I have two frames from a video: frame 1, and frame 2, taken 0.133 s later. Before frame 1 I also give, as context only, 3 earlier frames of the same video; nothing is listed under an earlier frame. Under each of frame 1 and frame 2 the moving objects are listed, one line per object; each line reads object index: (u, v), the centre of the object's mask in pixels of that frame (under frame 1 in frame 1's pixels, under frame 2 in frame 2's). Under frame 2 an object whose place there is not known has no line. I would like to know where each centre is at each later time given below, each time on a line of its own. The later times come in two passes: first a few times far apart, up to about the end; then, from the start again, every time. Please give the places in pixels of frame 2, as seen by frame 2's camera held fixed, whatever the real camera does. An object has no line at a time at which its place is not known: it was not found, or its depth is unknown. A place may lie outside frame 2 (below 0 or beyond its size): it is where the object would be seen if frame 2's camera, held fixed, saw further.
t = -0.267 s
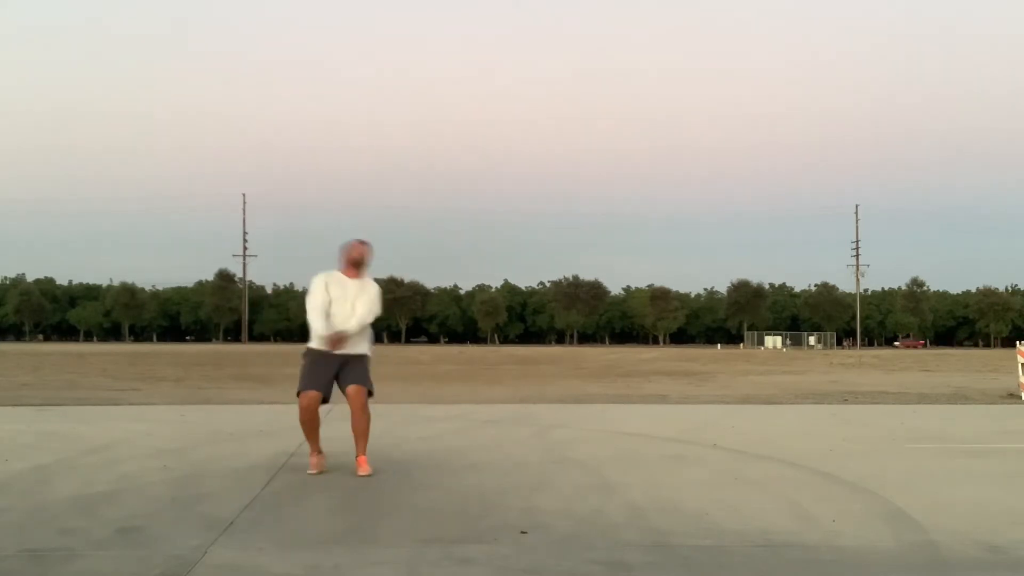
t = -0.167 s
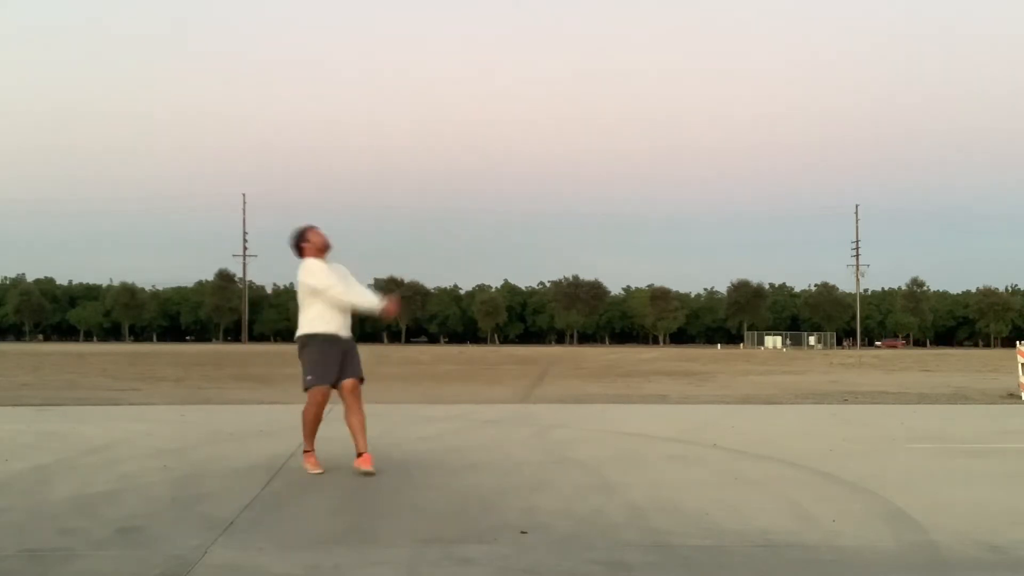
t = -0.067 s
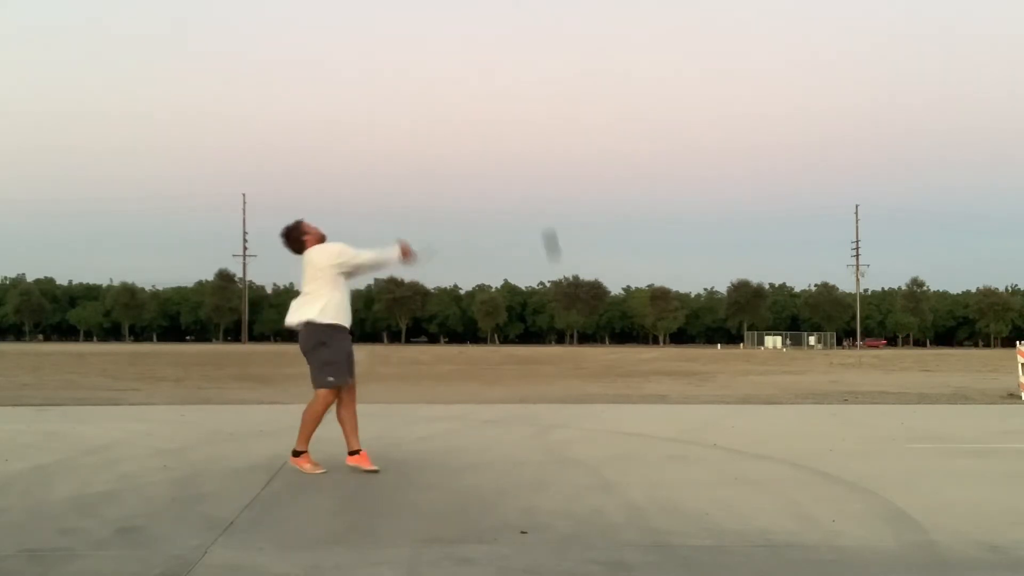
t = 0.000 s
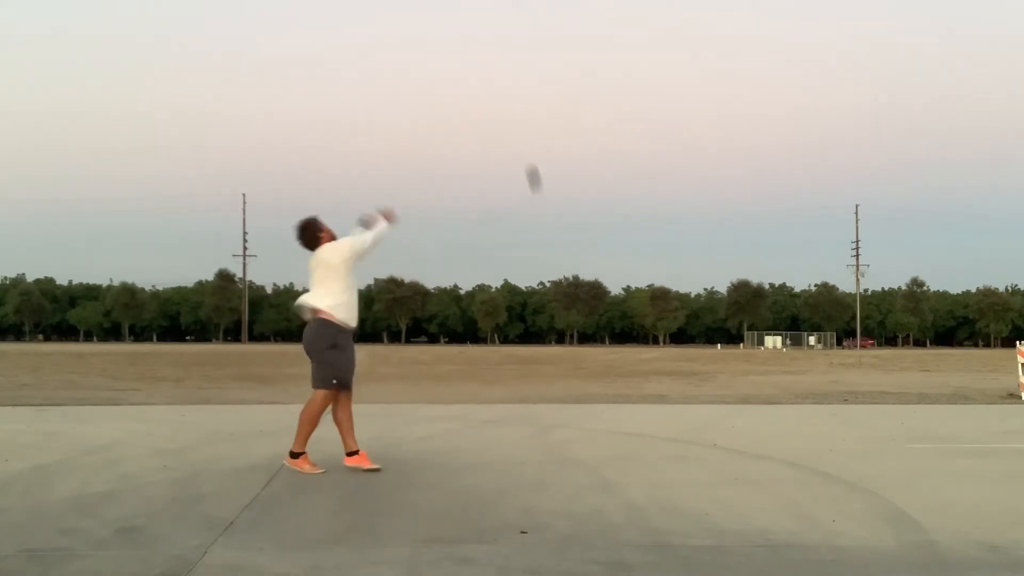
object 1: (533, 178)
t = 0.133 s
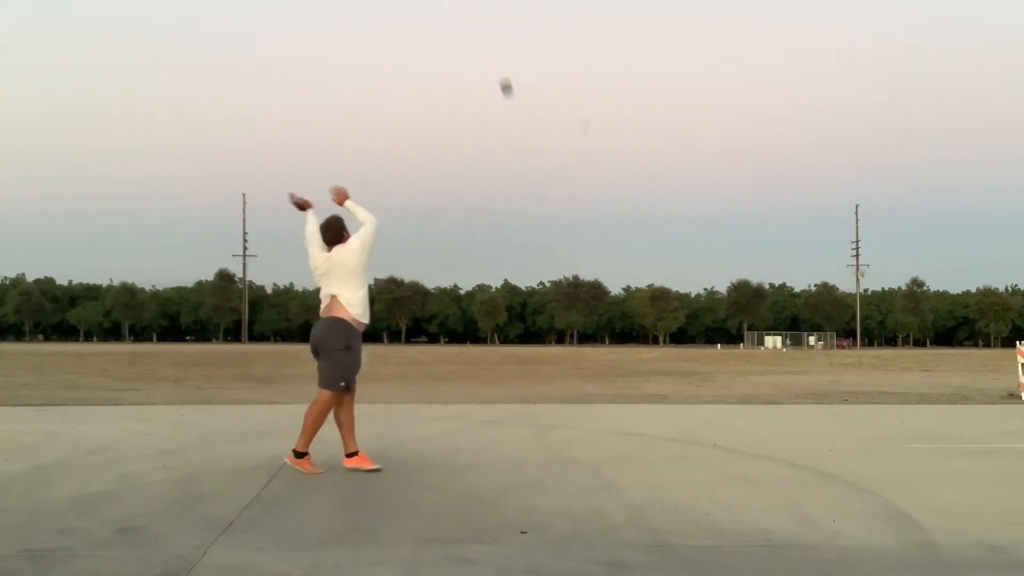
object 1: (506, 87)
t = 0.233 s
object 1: (491, 45)
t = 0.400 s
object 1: (473, 6)
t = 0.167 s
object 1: (500, 71)
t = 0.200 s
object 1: (495, 57)
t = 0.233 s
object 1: (491, 45)
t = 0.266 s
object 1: (487, 35)
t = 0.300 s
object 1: (483, 26)
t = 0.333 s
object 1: (479, 18)
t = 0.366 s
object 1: (476, 12)
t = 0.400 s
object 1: (473, 6)
